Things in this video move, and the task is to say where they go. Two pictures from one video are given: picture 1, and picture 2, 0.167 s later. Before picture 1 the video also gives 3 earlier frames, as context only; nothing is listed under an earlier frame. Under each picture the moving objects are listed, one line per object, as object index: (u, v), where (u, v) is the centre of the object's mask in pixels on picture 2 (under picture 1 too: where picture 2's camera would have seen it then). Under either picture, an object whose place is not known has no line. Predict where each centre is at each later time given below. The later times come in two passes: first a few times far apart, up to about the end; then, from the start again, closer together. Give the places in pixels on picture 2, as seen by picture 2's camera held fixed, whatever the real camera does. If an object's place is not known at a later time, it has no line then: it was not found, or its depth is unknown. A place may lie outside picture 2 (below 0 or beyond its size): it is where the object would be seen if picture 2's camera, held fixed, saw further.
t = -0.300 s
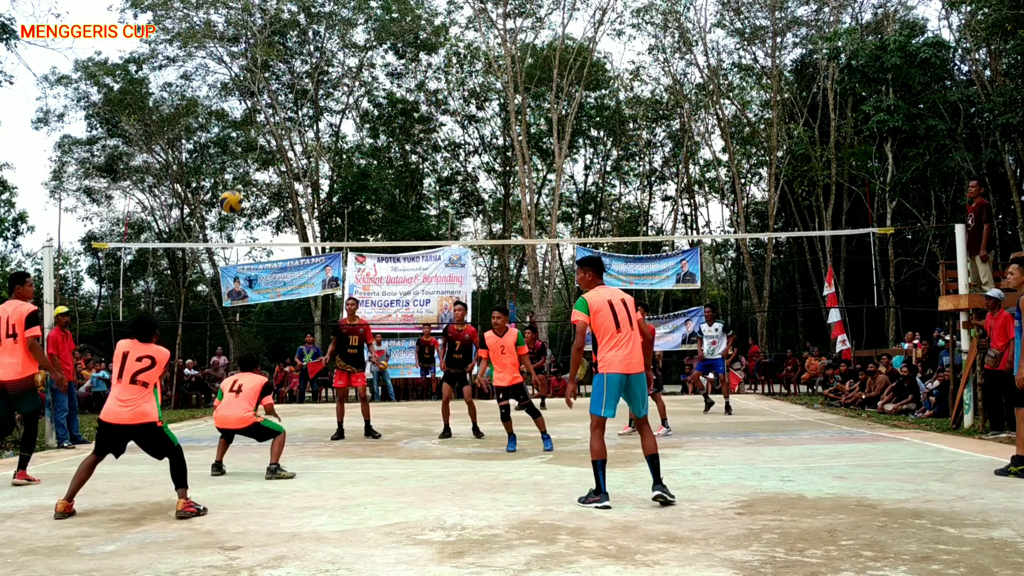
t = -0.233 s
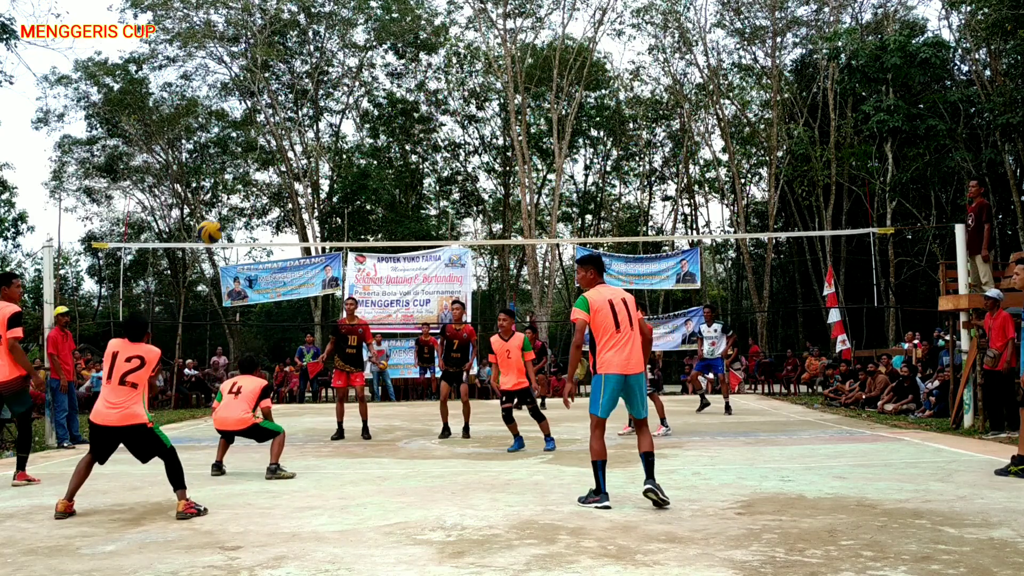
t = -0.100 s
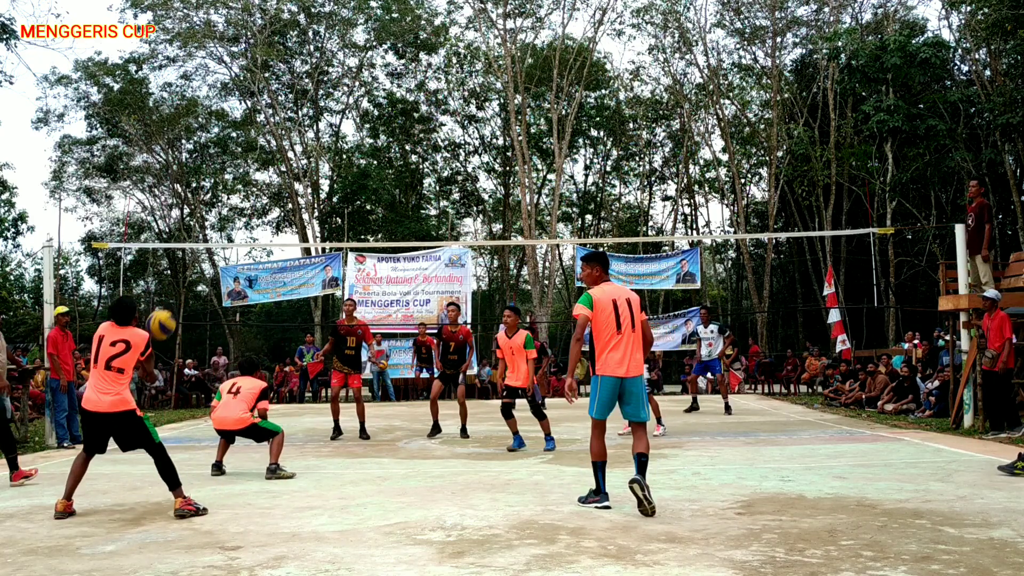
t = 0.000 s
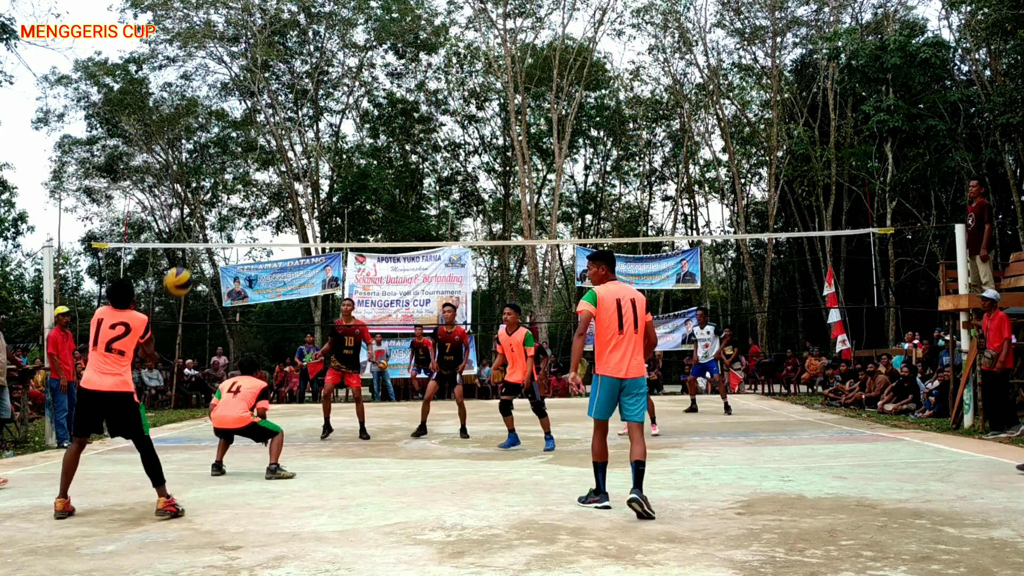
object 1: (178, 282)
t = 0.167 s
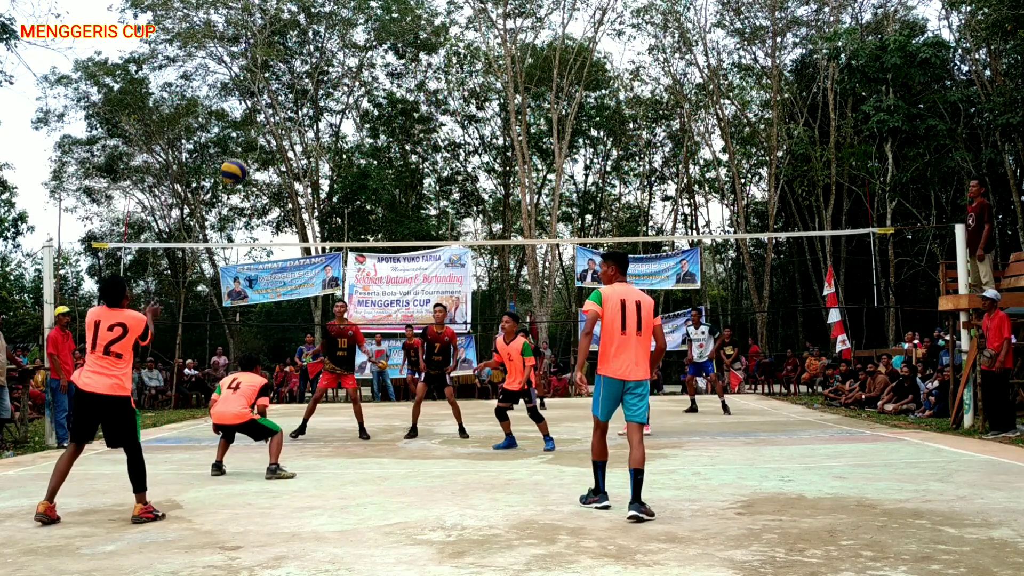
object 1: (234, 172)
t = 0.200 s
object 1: (244, 156)
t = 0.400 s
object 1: (300, 93)
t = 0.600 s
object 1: (348, 79)
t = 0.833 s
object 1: (397, 111)
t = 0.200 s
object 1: (244, 156)
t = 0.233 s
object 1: (254, 141)
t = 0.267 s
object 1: (264, 129)
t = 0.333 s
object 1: (283, 108)
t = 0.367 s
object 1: (292, 100)
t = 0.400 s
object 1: (300, 93)
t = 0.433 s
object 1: (308, 88)
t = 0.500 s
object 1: (324, 80)
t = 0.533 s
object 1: (334, 78)
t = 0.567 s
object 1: (340, 78)
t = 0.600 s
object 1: (348, 79)
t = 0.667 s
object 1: (364, 83)
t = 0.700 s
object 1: (371, 87)
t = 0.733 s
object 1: (377, 91)
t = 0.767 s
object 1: (383, 97)
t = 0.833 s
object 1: (397, 111)
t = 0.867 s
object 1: (404, 120)
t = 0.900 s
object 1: (411, 129)
